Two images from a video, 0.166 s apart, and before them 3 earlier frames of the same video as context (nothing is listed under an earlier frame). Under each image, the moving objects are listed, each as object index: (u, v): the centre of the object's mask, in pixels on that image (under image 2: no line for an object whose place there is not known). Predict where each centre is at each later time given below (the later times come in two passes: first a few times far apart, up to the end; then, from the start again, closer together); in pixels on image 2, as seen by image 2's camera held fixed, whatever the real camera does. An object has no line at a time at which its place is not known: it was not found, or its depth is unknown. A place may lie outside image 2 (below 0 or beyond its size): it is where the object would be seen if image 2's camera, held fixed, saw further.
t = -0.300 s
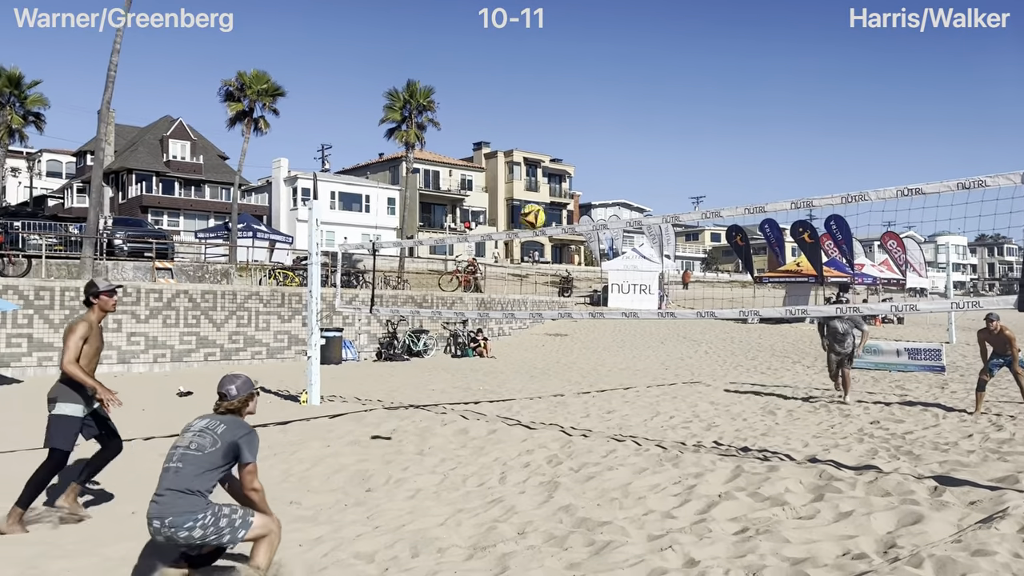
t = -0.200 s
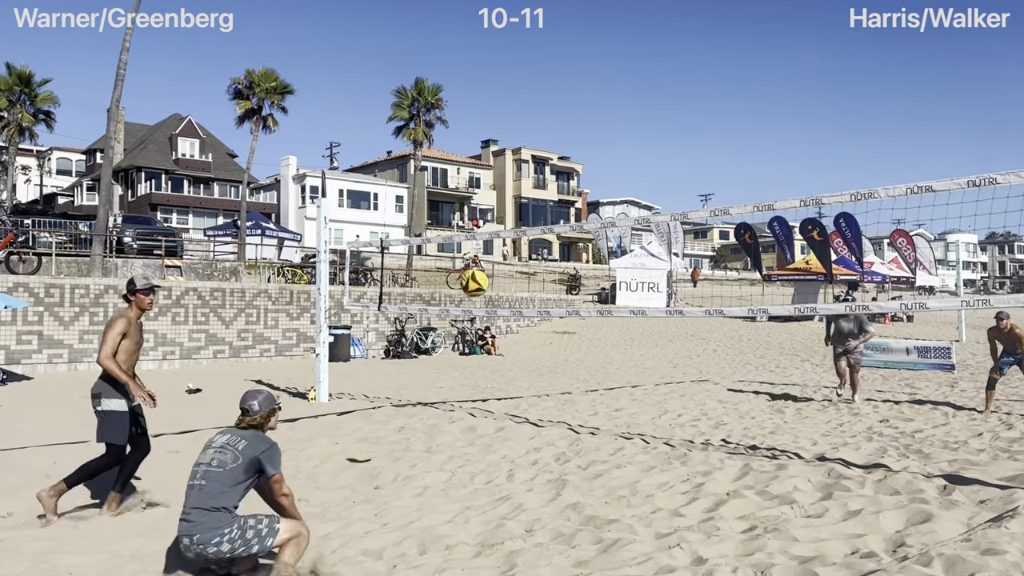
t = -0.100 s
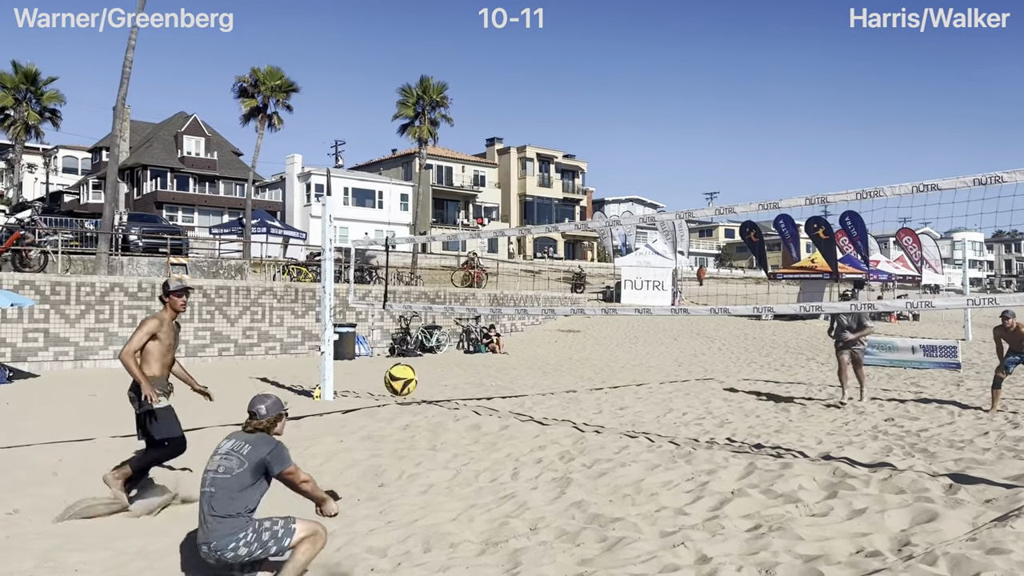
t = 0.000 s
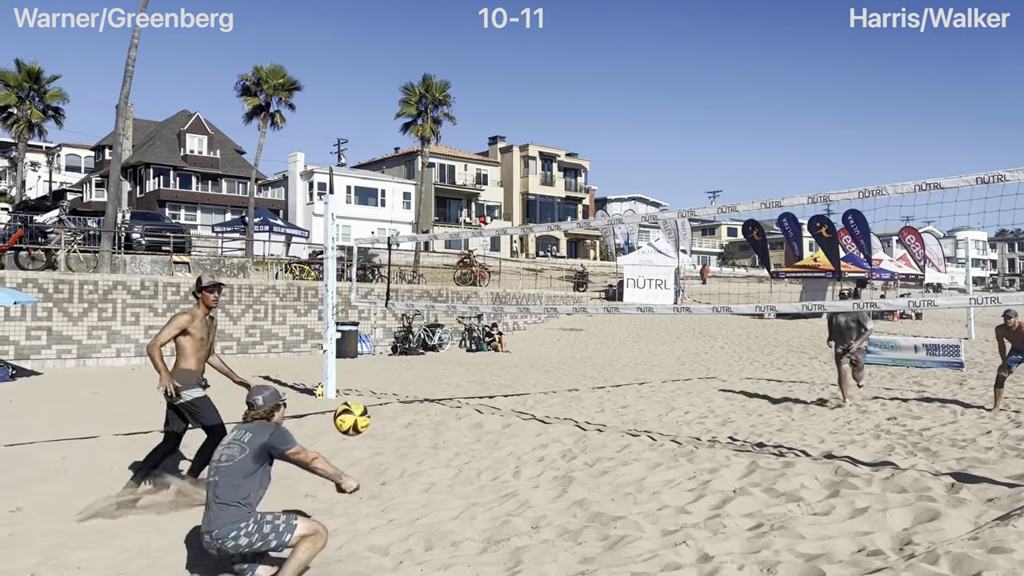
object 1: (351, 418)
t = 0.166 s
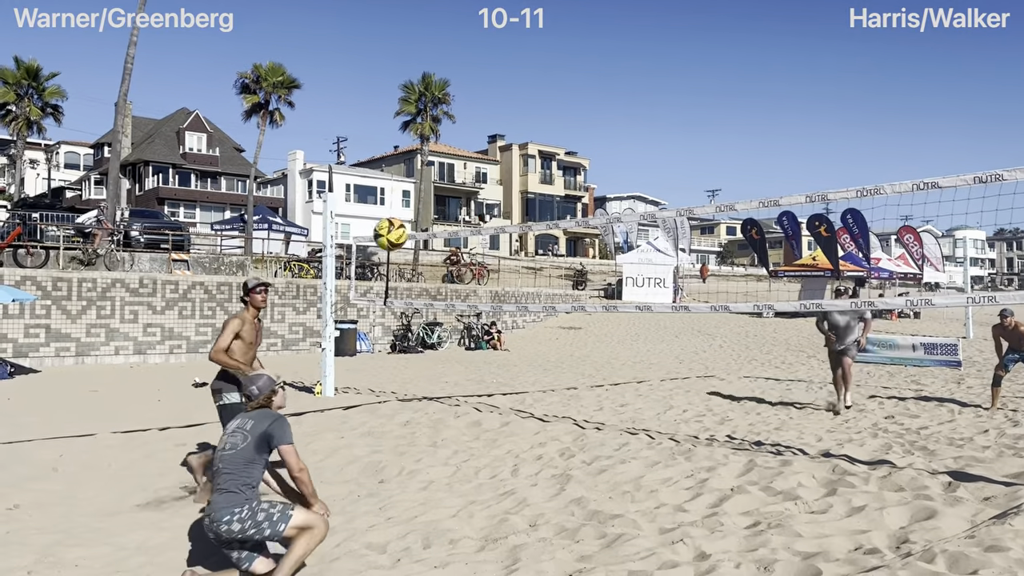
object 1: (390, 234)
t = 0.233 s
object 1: (403, 179)
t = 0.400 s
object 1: (432, 76)
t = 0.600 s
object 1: (462, 16)
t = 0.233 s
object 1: (403, 179)
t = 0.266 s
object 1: (410, 154)
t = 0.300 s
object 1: (415, 132)
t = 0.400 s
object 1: (432, 76)
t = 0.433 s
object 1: (438, 62)
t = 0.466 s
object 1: (443, 49)
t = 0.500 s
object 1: (448, 39)
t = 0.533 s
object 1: (453, 29)
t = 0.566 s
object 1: (457, 22)
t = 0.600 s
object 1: (462, 16)
